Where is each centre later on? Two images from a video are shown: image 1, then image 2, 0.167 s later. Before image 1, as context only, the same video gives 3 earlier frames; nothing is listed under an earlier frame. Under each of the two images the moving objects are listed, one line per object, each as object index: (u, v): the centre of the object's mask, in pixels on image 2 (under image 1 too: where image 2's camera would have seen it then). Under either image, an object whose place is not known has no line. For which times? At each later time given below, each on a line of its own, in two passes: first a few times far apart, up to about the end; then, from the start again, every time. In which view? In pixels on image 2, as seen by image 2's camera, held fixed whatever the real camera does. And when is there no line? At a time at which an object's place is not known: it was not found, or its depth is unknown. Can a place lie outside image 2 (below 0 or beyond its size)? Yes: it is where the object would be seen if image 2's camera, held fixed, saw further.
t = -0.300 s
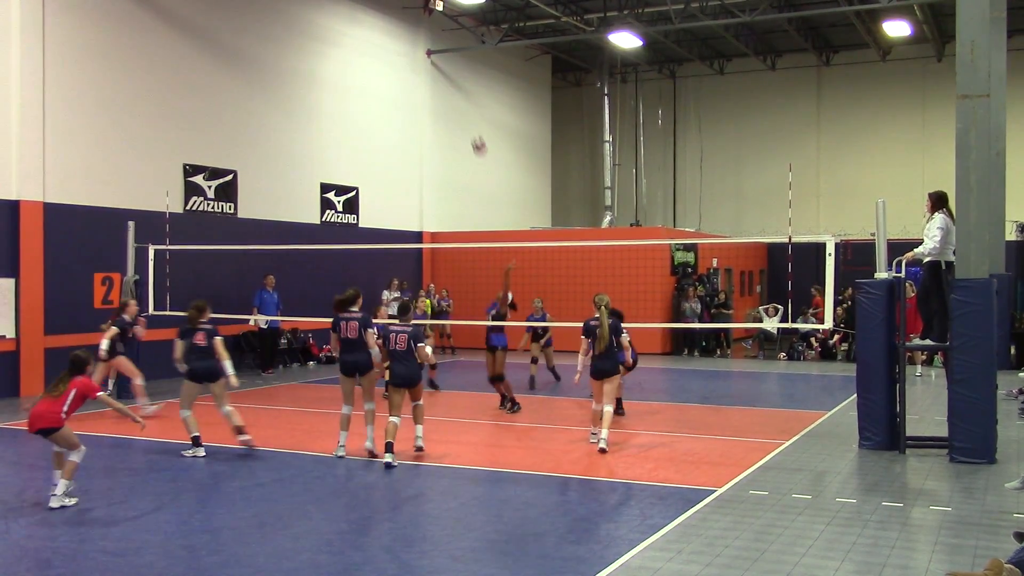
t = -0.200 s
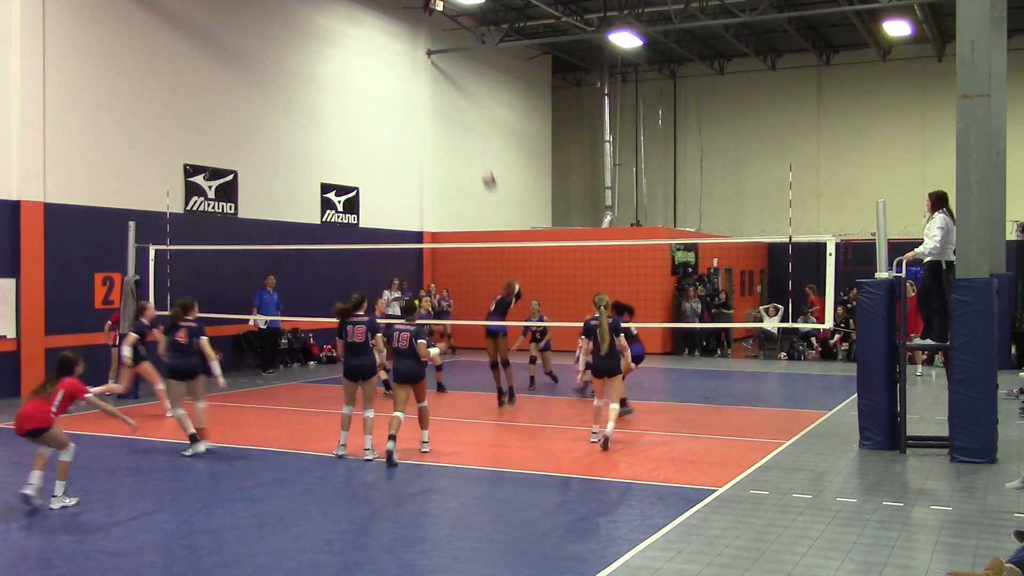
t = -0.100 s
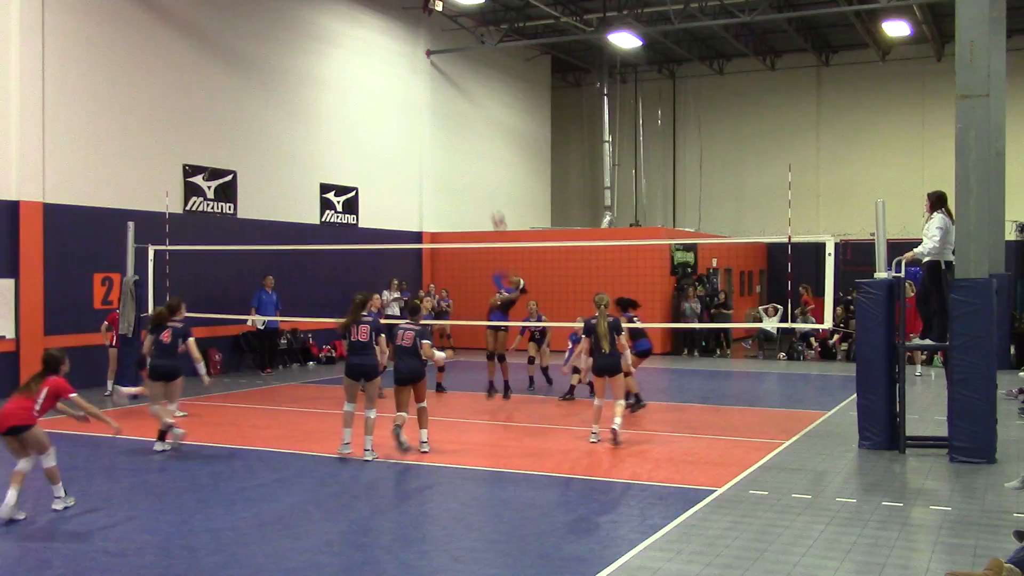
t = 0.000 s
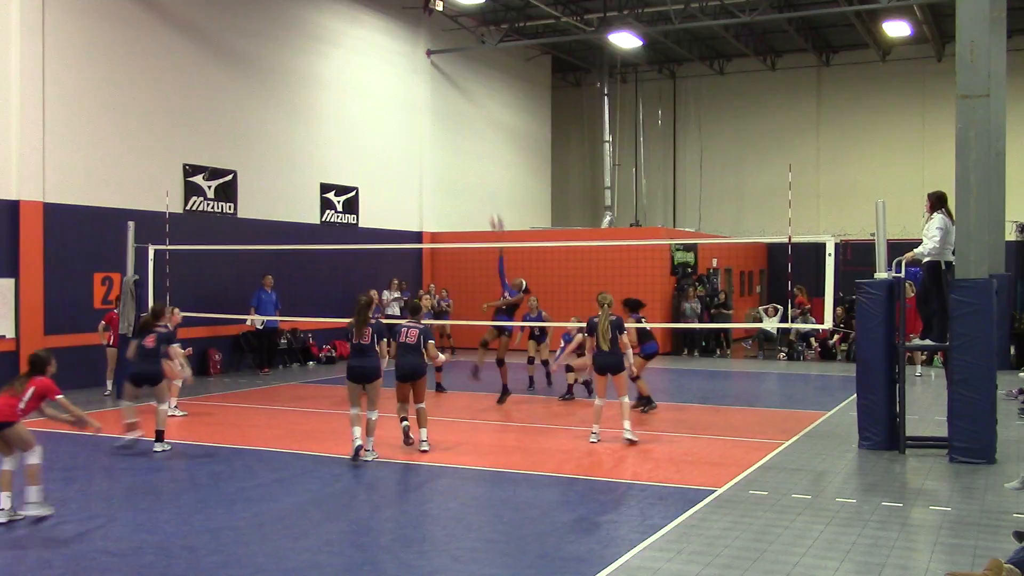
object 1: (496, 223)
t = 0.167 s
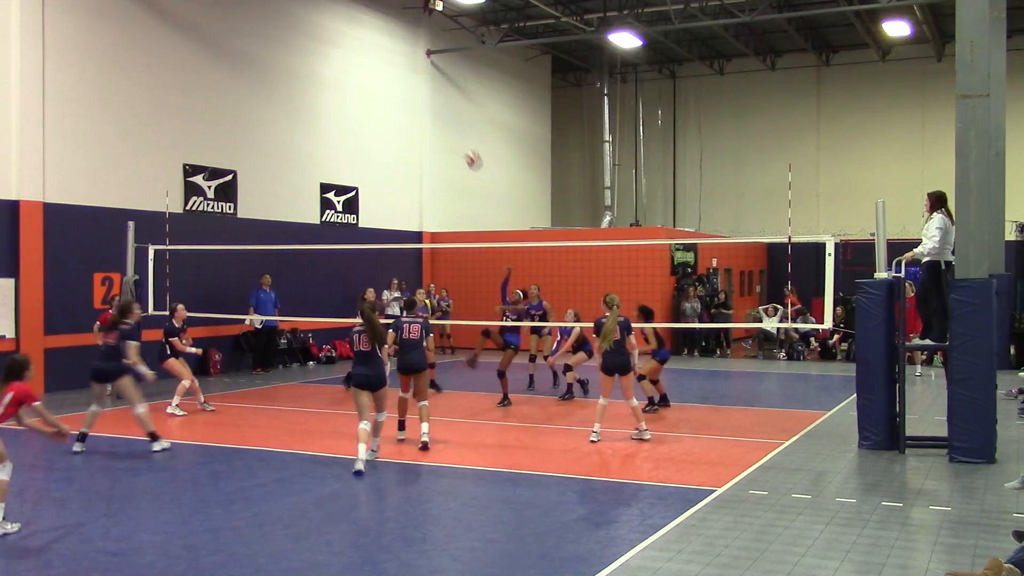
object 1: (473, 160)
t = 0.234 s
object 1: (462, 138)
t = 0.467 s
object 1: (419, 78)
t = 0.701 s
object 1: (366, 59)
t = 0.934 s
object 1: (299, 100)
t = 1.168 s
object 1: (212, 229)
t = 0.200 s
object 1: (468, 148)
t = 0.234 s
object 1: (462, 138)
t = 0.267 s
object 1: (456, 127)
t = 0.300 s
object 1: (451, 117)
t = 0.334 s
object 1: (444, 107)
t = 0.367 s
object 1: (438, 99)
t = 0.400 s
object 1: (432, 91)
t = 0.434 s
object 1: (425, 83)
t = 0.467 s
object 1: (419, 78)
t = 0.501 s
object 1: (412, 72)
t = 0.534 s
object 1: (405, 67)
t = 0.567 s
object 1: (398, 64)
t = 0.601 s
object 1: (391, 60)
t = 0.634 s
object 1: (382, 59)
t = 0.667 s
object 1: (374, 58)
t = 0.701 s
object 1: (366, 59)
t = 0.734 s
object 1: (358, 60)
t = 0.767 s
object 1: (349, 64)
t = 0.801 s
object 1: (340, 67)
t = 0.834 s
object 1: (330, 73)
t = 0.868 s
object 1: (320, 79)
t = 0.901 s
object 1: (310, 89)
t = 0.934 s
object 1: (299, 100)
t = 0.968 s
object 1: (288, 112)
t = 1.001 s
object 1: (276, 126)
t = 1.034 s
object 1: (265, 142)
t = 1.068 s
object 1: (252, 160)
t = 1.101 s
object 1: (239, 181)
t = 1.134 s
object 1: (225, 205)
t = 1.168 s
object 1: (212, 229)
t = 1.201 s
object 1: (196, 260)
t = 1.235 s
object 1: (182, 289)
